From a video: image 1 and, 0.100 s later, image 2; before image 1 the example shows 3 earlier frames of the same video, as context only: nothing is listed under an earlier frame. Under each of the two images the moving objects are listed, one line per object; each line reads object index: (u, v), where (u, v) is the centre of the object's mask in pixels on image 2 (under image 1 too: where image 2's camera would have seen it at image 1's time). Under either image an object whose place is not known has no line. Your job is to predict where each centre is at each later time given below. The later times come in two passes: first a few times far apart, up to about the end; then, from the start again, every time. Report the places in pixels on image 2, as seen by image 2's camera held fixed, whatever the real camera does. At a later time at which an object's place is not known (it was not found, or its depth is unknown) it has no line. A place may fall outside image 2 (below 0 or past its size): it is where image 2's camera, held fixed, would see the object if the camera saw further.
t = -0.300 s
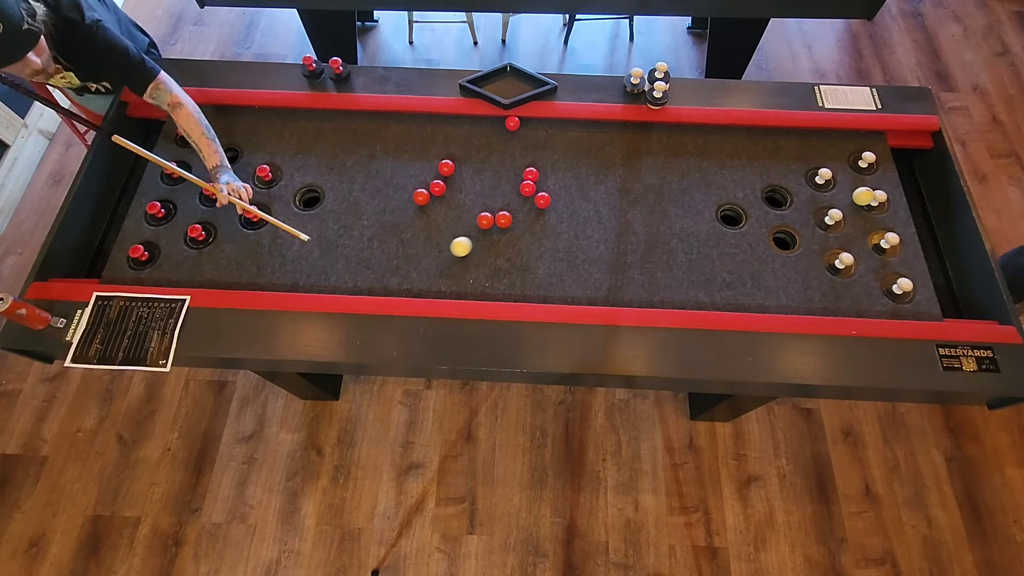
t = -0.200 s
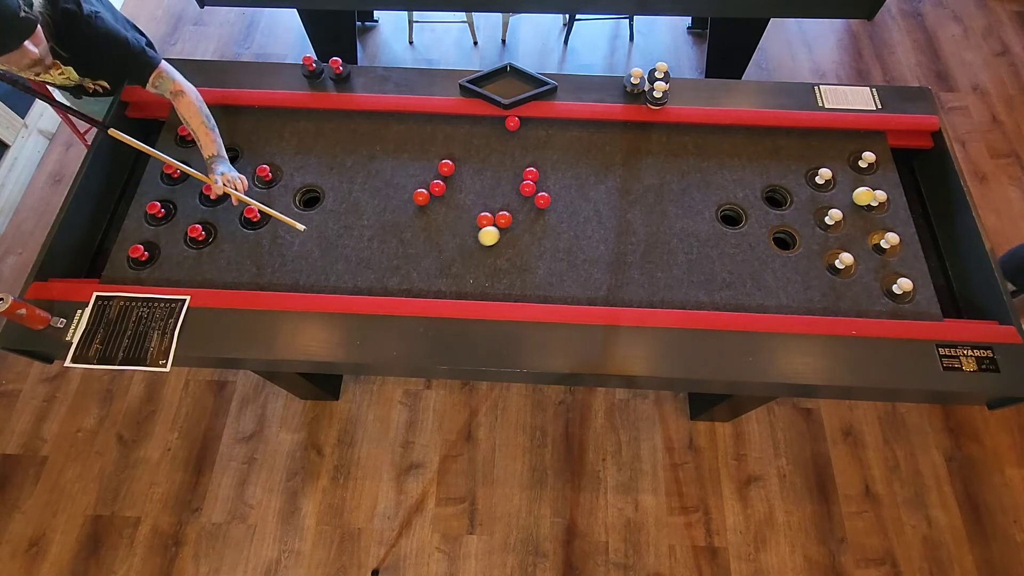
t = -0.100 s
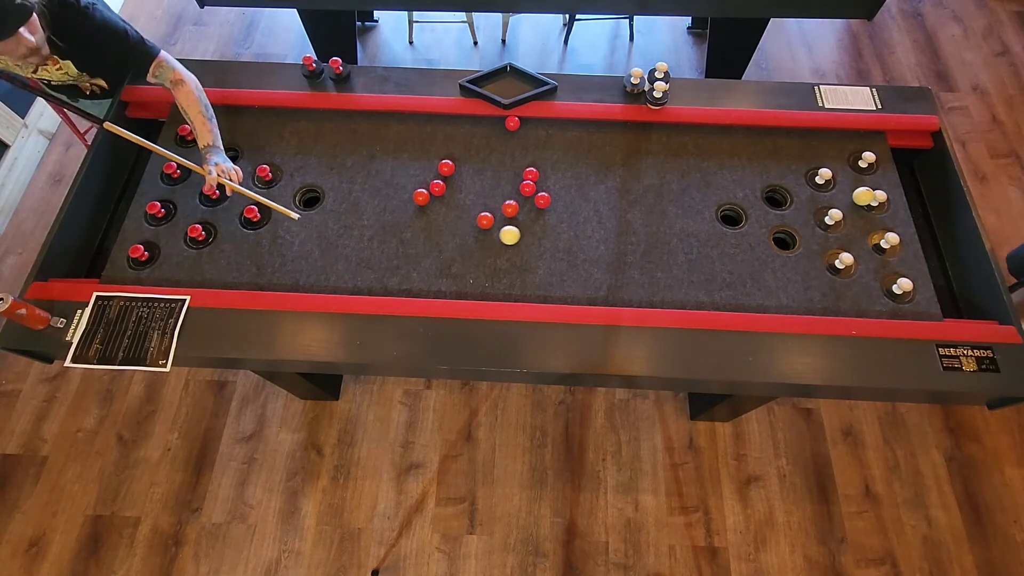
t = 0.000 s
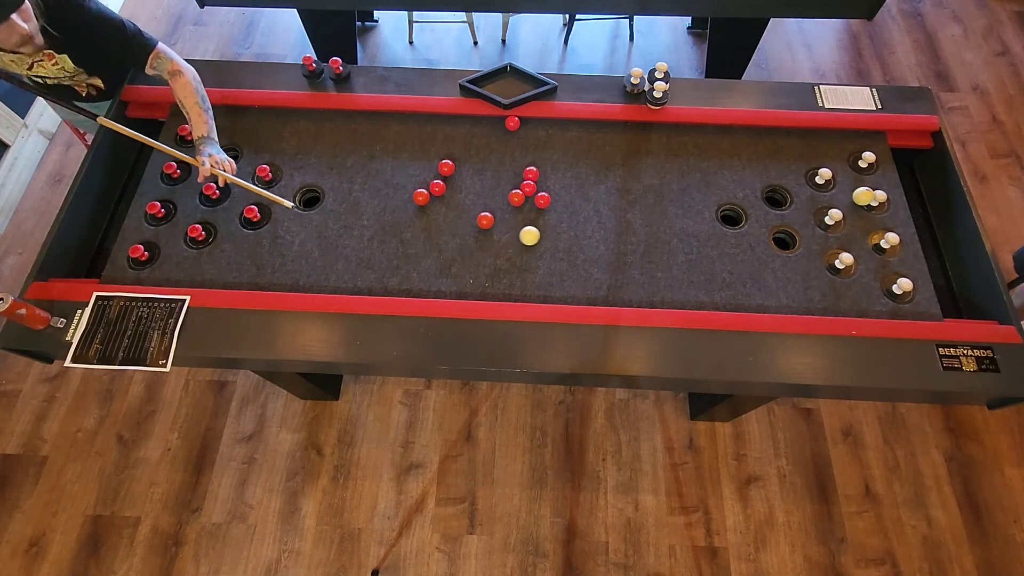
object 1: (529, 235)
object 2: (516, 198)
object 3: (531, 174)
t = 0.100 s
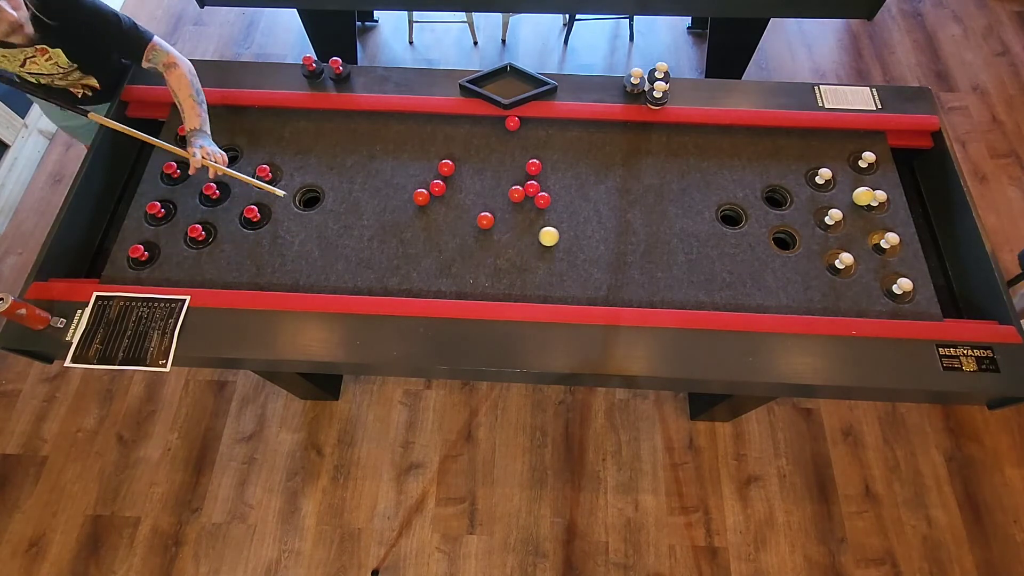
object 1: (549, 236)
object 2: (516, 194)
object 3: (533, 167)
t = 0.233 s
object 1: (573, 237)
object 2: (517, 189)
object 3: (537, 158)
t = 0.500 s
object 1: (620, 239)
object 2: (520, 183)
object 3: (542, 145)
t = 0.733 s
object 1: (657, 241)
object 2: (521, 180)
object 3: (546, 137)
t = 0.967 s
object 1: (692, 243)
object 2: (522, 179)
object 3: (550, 131)
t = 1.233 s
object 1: (727, 245)
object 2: (521, 180)
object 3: (553, 127)
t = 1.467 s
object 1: (754, 246)
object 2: (521, 180)
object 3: (554, 127)
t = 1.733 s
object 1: (782, 246)
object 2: (521, 180)
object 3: (554, 127)
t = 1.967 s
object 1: (806, 242)
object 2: (522, 179)
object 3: (554, 127)
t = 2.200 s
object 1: (823, 234)
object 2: (521, 179)
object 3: (554, 127)
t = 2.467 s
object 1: (838, 229)
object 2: (521, 179)
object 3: (554, 127)
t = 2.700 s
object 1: (844, 228)
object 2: (521, 179)
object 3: (554, 127)
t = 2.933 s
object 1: (848, 226)
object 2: (521, 179)
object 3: (554, 127)
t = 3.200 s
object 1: (849, 225)
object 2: (521, 179)
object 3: (554, 127)
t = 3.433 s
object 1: (849, 225)
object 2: (521, 179)
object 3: (554, 127)
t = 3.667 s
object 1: (849, 225)
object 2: (521, 180)
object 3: (554, 127)
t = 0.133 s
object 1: (555, 236)
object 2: (517, 192)
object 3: (534, 165)
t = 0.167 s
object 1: (561, 236)
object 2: (517, 191)
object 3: (535, 163)
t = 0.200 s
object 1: (567, 236)
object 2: (517, 190)
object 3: (536, 161)
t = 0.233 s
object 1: (573, 237)
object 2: (517, 189)
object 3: (537, 158)
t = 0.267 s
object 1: (579, 237)
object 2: (517, 188)
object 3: (537, 157)
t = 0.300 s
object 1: (585, 237)
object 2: (517, 187)
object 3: (538, 155)
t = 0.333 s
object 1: (591, 238)
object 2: (518, 186)
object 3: (539, 153)
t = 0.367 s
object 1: (597, 238)
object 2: (518, 185)
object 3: (539, 152)
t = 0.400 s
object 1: (603, 238)
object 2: (518, 184)
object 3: (540, 150)
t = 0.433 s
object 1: (609, 239)
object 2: (519, 184)
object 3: (541, 148)
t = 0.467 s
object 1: (614, 239)
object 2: (519, 183)
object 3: (541, 147)
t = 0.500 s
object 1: (620, 239)
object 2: (520, 183)
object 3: (542, 145)
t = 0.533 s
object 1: (626, 240)
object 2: (520, 182)
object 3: (543, 144)
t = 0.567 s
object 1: (631, 240)
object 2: (520, 181)
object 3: (543, 143)
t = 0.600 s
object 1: (636, 240)
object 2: (520, 181)
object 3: (544, 141)
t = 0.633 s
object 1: (642, 240)
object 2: (520, 181)
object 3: (544, 140)
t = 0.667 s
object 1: (647, 240)
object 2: (521, 180)
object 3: (545, 139)
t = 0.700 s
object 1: (652, 241)
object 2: (521, 180)
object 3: (546, 138)
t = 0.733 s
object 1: (657, 241)
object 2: (521, 180)
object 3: (546, 137)
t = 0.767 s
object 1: (662, 241)
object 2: (521, 180)
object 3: (547, 136)
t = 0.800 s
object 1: (667, 242)
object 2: (521, 179)
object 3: (547, 135)
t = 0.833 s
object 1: (672, 242)
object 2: (522, 179)
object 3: (548, 134)
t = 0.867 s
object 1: (677, 242)
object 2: (522, 179)
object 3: (548, 133)
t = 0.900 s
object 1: (682, 242)
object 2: (522, 179)
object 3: (549, 133)
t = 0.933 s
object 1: (687, 243)
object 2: (522, 179)
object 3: (549, 132)
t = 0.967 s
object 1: (692, 243)
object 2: (522, 179)
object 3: (550, 131)
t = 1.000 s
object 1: (696, 243)
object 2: (521, 179)
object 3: (550, 130)
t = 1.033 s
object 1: (701, 244)
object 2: (521, 179)
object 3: (551, 130)
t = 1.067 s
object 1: (705, 244)
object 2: (521, 179)
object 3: (551, 129)
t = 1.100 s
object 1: (710, 244)
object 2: (521, 179)
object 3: (552, 129)
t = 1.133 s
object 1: (714, 244)
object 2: (521, 179)
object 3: (552, 128)
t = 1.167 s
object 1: (718, 245)
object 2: (521, 180)
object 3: (553, 128)
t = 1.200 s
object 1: (723, 245)
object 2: (521, 180)
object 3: (553, 127)
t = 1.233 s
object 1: (727, 245)
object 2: (521, 180)
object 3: (553, 127)
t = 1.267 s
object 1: (731, 245)
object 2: (521, 180)
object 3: (554, 127)
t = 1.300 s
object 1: (735, 245)
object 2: (521, 180)
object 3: (554, 127)
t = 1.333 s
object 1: (739, 245)
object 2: (521, 180)
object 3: (554, 127)
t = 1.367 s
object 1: (743, 245)
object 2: (521, 180)
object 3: (554, 127)
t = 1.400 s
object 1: (747, 245)
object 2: (521, 180)
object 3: (554, 126)
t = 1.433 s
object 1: (750, 245)
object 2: (521, 180)
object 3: (554, 126)
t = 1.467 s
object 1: (754, 246)
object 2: (521, 180)
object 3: (554, 127)
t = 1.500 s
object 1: (758, 245)
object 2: (521, 180)
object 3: (554, 127)
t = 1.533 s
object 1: (761, 246)
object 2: (521, 180)
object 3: (554, 127)
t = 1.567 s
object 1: (765, 246)
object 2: (521, 180)
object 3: (554, 127)
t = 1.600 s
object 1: (769, 246)
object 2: (521, 180)
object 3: (554, 127)
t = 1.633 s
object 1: (772, 246)
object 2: (521, 180)
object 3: (554, 127)
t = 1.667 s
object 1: (776, 246)
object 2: (521, 180)
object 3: (554, 127)
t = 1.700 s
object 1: (779, 246)
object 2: (521, 180)
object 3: (554, 127)
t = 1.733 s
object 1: (782, 246)
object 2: (521, 180)
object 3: (554, 127)
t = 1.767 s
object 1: (786, 246)
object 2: (521, 180)
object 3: (554, 127)
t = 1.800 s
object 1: (789, 245)
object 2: (521, 180)
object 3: (554, 127)
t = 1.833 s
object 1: (793, 245)
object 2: (521, 180)
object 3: (554, 127)
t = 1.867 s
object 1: (796, 244)
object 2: (521, 180)
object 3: (554, 127)
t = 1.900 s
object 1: (799, 244)
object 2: (521, 180)
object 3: (554, 127)
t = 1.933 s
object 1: (803, 243)
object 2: (521, 180)
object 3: (554, 127)
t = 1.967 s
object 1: (806, 242)
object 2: (522, 179)
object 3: (554, 127)
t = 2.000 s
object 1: (809, 240)
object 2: (522, 179)
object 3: (554, 127)
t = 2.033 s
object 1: (811, 239)
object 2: (521, 180)
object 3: (554, 127)
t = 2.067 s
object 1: (814, 238)
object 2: (522, 179)
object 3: (554, 127)
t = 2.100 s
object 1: (816, 237)
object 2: (522, 179)
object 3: (554, 127)
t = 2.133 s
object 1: (818, 236)
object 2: (521, 179)
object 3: (554, 127)
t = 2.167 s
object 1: (820, 235)
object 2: (521, 180)
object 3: (554, 127)
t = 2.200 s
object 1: (823, 234)
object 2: (521, 179)
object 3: (554, 127)
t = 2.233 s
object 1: (825, 233)
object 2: (521, 179)
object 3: (554, 127)
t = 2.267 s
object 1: (827, 232)
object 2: (521, 179)
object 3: (554, 127)
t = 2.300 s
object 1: (830, 231)
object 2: (521, 179)
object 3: (554, 127)
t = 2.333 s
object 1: (832, 230)
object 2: (521, 179)
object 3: (554, 127)
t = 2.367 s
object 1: (833, 229)
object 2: (521, 179)
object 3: (554, 127)
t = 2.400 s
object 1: (835, 228)
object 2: (521, 179)
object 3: (554, 127)
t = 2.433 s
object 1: (837, 228)
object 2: (521, 179)
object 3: (554, 127)
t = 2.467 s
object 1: (838, 229)
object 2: (521, 179)
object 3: (554, 127)
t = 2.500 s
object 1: (839, 229)
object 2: (521, 179)
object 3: (554, 127)
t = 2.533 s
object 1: (840, 229)
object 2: (521, 179)
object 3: (554, 127)
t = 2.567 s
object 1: (841, 229)
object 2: (521, 179)
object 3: (554, 127)
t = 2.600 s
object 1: (842, 228)
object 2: (521, 179)
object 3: (554, 127)
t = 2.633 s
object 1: (843, 228)
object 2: (521, 179)
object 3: (554, 127)
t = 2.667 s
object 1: (843, 228)
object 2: (521, 179)
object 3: (554, 127)
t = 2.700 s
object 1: (844, 228)
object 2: (521, 179)
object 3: (554, 127)
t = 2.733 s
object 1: (845, 228)
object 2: (521, 179)
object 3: (554, 127)
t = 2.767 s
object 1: (846, 227)
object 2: (521, 179)
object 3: (554, 127)
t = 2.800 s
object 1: (846, 227)
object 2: (521, 179)
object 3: (554, 127)
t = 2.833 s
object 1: (846, 227)
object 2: (521, 179)
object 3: (554, 127)
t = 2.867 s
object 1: (847, 227)
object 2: (521, 179)
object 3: (554, 127)
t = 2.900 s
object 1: (847, 226)
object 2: (521, 179)
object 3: (554, 127)
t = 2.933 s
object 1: (848, 226)
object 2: (521, 179)
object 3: (554, 127)
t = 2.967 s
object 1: (848, 226)
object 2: (521, 179)
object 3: (554, 127)
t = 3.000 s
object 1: (848, 226)
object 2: (521, 179)
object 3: (554, 127)
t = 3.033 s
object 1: (849, 226)
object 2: (521, 179)
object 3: (554, 127)
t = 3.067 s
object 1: (849, 225)
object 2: (521, 179)
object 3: (554, 127)
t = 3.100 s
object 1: (849, 225)
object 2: (521, 179)
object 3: (554, 127)
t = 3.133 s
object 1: (849, 225)
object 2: (521, 179)
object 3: (554, 127)
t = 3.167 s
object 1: (849, 225)
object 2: (521, 179)
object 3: (554, 127)
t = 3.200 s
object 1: (849, 225)
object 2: (521, 179)
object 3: (554, 127)
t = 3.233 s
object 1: (849, 225)
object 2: (521, 179)
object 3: (554, 127)
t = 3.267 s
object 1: (849, 225)
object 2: (521, 179)
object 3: (554, 127)
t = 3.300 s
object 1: (849, 225)
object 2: (521, 179)
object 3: (554, 127)
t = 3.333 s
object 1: (849, 225)
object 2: (521, 179)
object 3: (554, 127)
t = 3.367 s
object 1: (849, 225)
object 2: (521, 179)
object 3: (554, 127)
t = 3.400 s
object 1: (849, 225)
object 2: (521, 179)
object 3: (554, 127)
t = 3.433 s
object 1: (849, 225)
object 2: (521, 179)
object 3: (554, 127)
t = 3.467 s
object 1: (849, 225)
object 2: (521, 180)
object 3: (554, 127)
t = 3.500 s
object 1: (849, 225)
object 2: (521, 180)
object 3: (554, 127)
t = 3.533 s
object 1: (849, 225)
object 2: (521, 180)
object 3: (554, 127)
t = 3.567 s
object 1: (849, 225)
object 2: (521, 180)
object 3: (554, 127)
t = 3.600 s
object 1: (849, 225)
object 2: (521, 180)
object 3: (554, 127)
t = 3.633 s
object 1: (849, 225)
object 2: (521, 180)
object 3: (554, 127)
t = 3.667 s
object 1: (849, 225)
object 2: (521, 180)
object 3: (554, 127)
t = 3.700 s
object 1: (849, 225)
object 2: (521, 180)
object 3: (554, 127)
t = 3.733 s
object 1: (849, 225)
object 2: (521, 180)
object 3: (554, 127)
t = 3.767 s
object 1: (849, 225)
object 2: (521, 180)
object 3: (554, 127)
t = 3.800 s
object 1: (849, 225)
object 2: (521, 180)
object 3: (554, 127)
